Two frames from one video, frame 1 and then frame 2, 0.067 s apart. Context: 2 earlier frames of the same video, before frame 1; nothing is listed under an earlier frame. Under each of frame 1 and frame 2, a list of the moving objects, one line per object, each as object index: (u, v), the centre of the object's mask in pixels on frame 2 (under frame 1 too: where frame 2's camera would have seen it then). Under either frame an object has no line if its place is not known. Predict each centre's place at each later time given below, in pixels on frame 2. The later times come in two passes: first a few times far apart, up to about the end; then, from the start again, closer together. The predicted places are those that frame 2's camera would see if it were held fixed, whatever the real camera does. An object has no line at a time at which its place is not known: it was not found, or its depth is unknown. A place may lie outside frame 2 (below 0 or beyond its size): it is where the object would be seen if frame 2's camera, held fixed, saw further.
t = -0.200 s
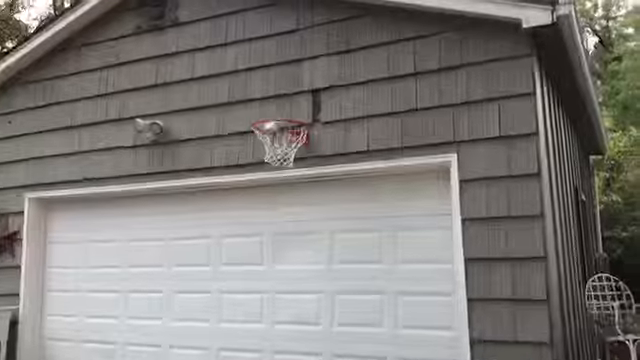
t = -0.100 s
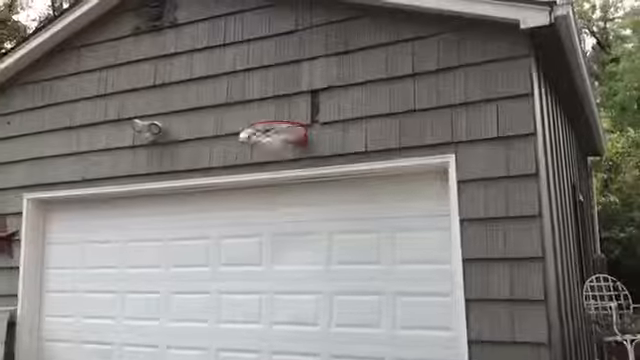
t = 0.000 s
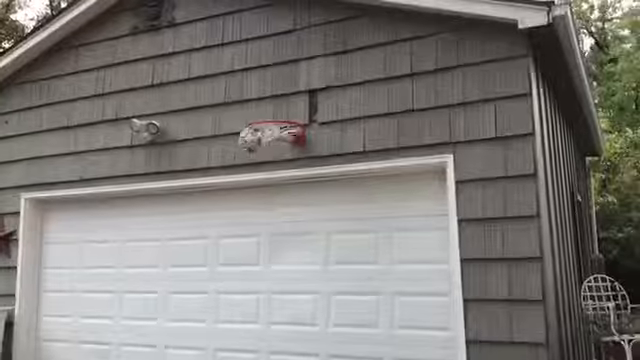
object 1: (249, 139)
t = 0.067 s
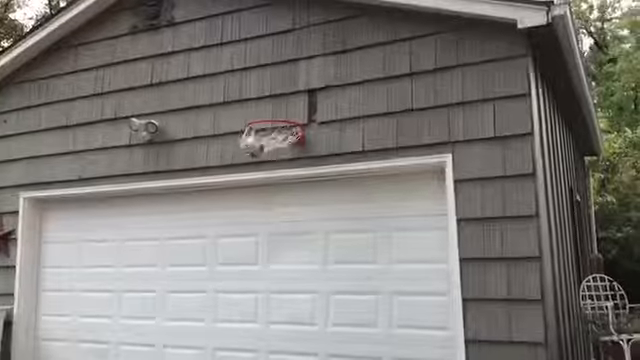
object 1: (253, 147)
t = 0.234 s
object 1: (268, 175)
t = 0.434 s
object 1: (292, 252)
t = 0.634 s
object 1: (315, 367)
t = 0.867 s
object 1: (329, 352)
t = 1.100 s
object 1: (344, 345)
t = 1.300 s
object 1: (354, 387)
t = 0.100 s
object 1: (254, 150)
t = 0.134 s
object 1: (255, 152)
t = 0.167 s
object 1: (264, 161)
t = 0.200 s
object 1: (265, 167)
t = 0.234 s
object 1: (268, 175)
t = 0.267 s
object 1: (270, 186)
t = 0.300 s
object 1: (277, 196)
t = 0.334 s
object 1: (281, 207)
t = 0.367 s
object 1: (284, 221)
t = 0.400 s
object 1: (288, 236)
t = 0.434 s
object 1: (292, 252)
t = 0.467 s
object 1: (295, 269)
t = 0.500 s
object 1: (299, 288)
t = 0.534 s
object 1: (302, 308)
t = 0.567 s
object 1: (306, 330)
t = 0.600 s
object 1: (309, 353)
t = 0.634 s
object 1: (315, 367)
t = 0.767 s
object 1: (322, 372)
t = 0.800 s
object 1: (324, 366)
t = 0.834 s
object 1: (327, 358)
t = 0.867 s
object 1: (329, 352)
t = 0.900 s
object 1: (331, 347)
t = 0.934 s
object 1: (334, 343)
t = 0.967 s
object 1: (336, 341)
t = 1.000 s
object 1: (337, 340)
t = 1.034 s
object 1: (339, 340)
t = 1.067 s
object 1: (341, 341)
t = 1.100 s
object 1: (344, 345)
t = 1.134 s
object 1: (345, 349)
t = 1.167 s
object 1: (348, 354)
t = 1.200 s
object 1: (350, 361)
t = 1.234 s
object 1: (352, 369)
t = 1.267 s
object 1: (353, 377)
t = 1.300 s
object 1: (354, 387)
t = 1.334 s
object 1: (355, 397)
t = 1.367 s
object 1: (355, 400)
